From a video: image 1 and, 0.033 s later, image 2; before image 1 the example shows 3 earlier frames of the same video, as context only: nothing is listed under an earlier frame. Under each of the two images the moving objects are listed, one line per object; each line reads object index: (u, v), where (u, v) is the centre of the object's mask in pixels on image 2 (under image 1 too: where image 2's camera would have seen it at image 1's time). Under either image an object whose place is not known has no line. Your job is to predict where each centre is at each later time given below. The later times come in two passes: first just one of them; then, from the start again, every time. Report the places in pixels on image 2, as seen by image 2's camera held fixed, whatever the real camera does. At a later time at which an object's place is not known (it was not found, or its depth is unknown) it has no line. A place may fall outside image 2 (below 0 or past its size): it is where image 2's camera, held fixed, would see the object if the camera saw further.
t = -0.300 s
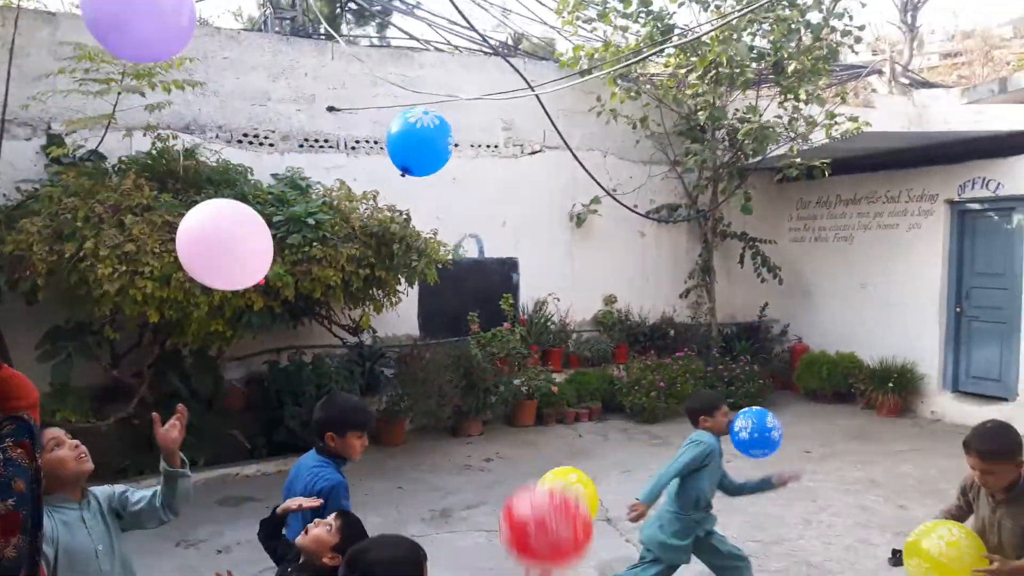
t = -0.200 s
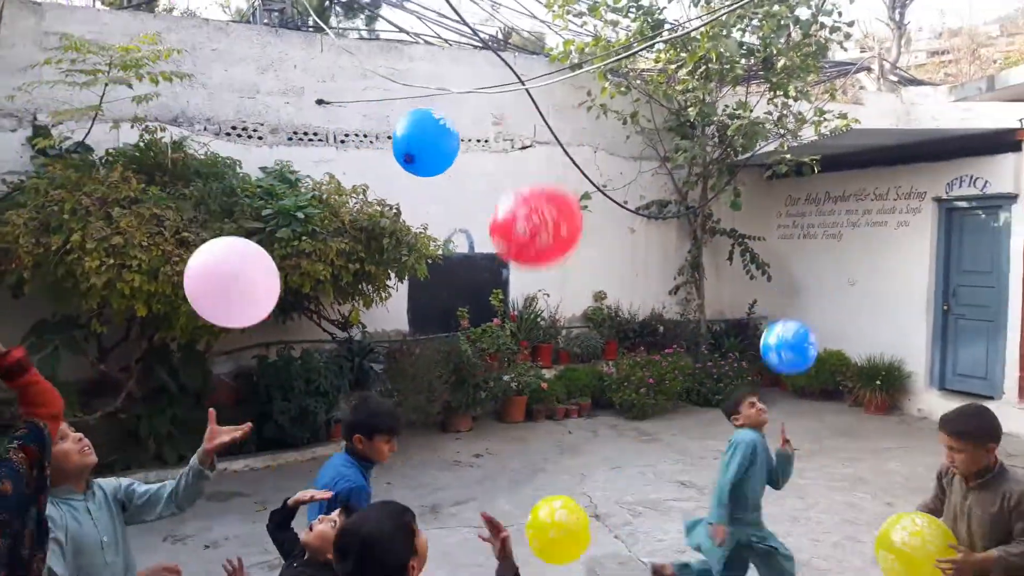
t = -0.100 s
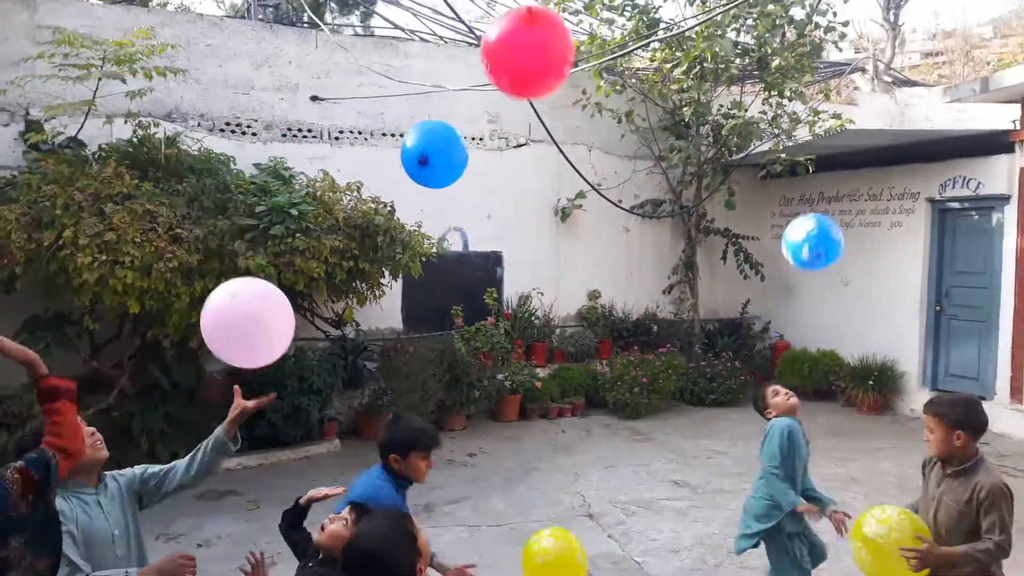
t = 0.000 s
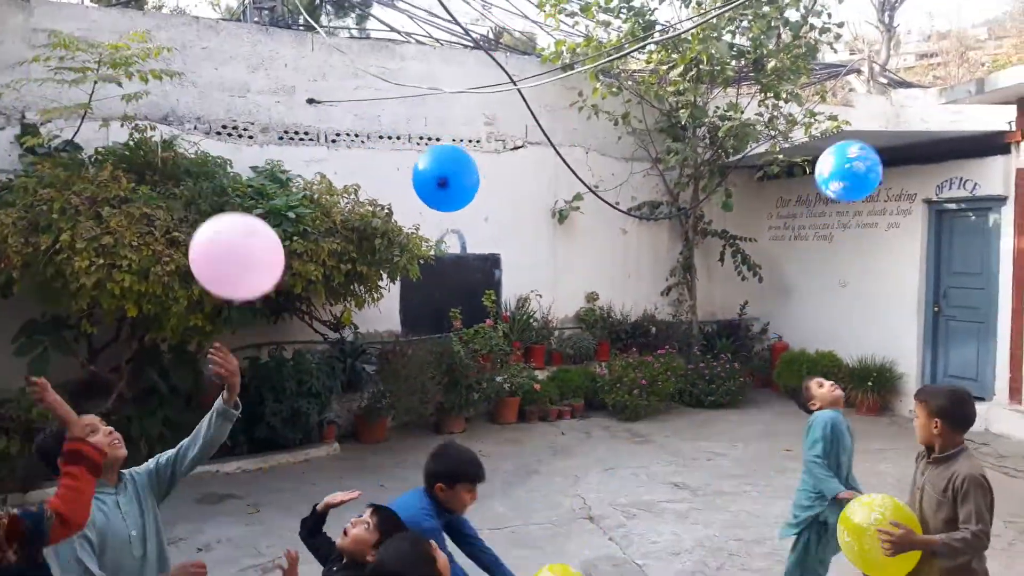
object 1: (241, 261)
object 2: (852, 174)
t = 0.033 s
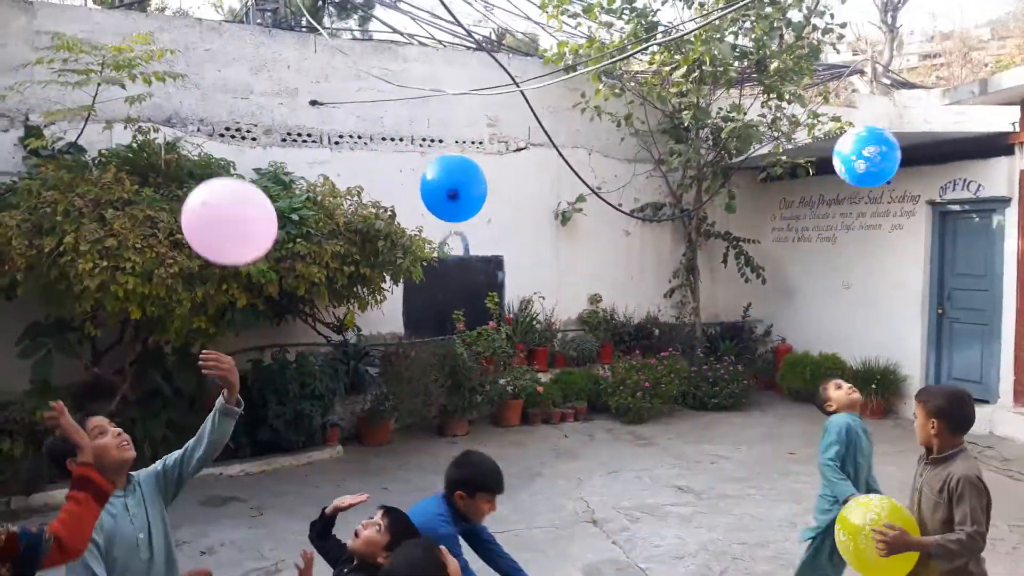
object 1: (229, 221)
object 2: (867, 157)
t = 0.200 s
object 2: (934, 109)
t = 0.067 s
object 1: (218, 185)
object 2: (882, 144)
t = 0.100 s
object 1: (208, 153)
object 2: (896, 132)
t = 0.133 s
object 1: (200, 124)
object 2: (911, 123)
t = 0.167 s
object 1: (193, 96)
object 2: (923, 114)
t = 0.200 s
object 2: (934, 109)
